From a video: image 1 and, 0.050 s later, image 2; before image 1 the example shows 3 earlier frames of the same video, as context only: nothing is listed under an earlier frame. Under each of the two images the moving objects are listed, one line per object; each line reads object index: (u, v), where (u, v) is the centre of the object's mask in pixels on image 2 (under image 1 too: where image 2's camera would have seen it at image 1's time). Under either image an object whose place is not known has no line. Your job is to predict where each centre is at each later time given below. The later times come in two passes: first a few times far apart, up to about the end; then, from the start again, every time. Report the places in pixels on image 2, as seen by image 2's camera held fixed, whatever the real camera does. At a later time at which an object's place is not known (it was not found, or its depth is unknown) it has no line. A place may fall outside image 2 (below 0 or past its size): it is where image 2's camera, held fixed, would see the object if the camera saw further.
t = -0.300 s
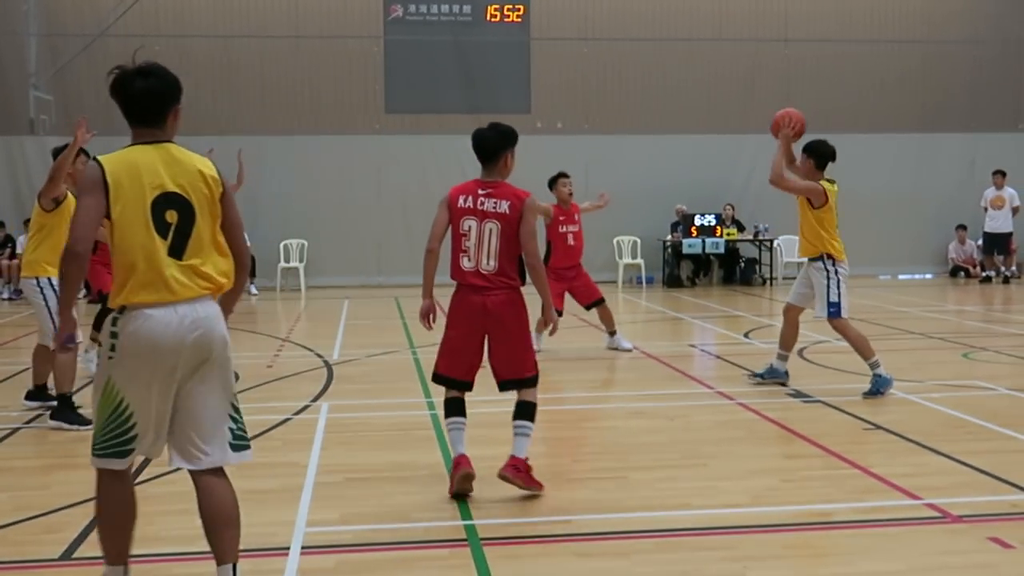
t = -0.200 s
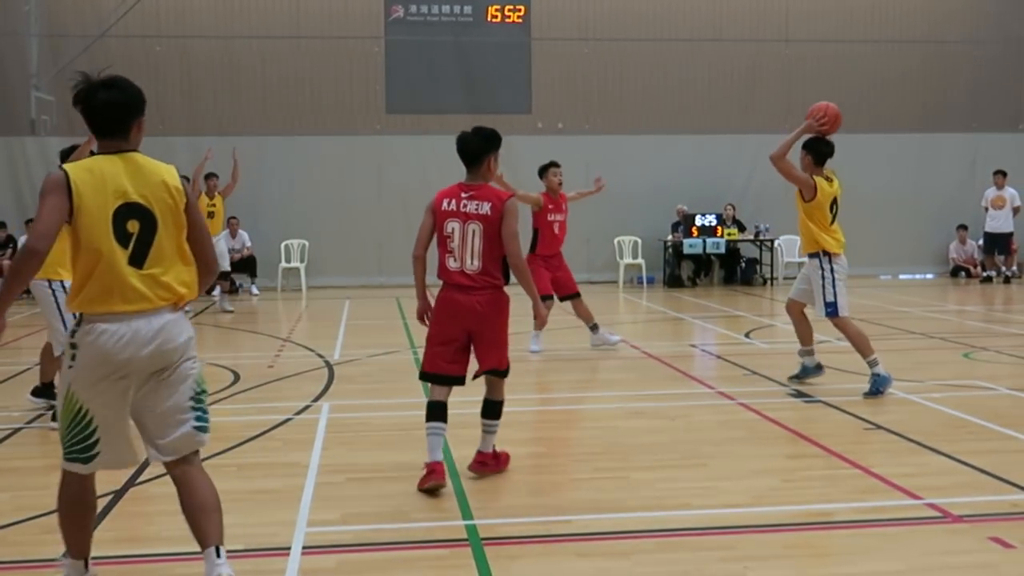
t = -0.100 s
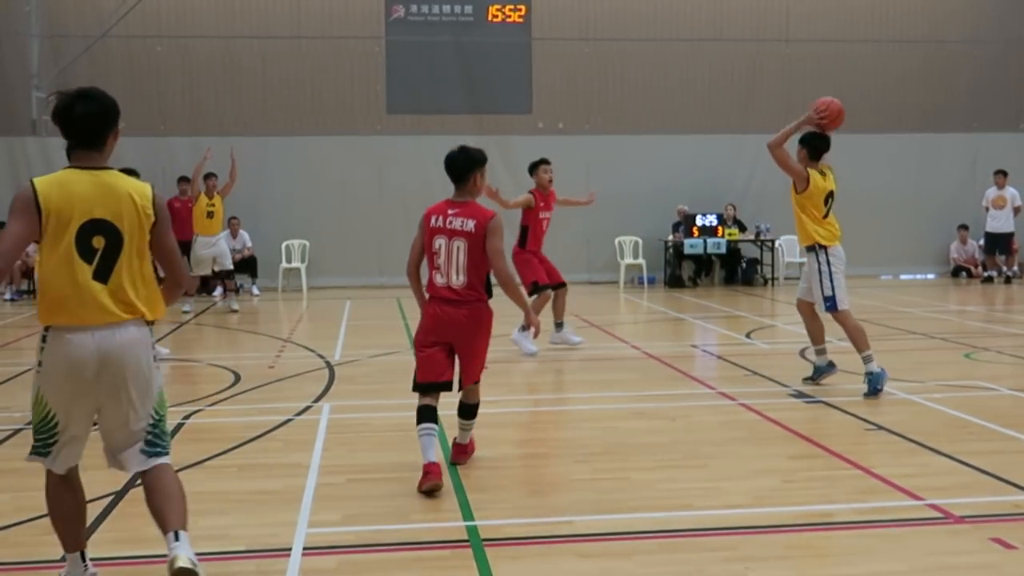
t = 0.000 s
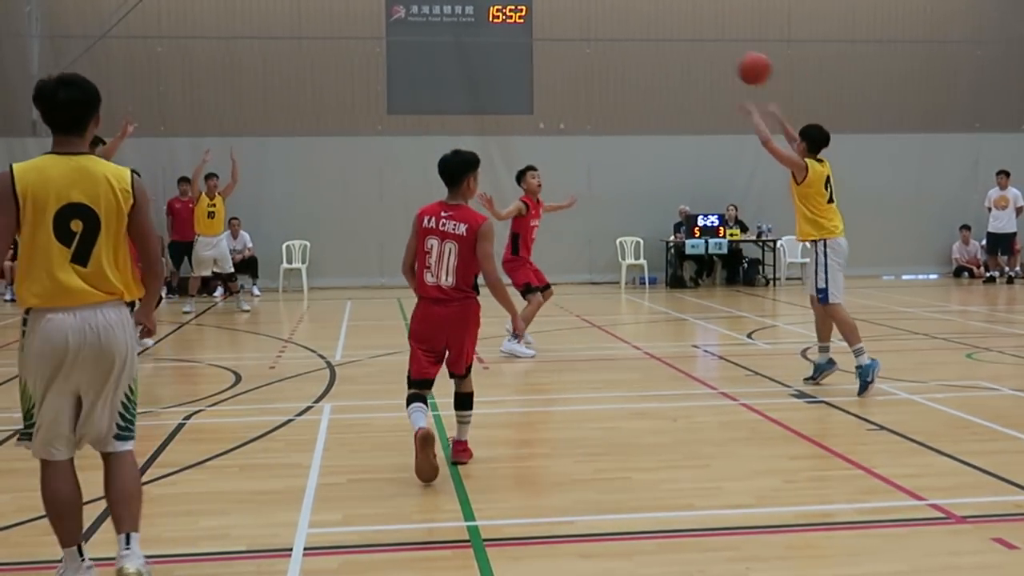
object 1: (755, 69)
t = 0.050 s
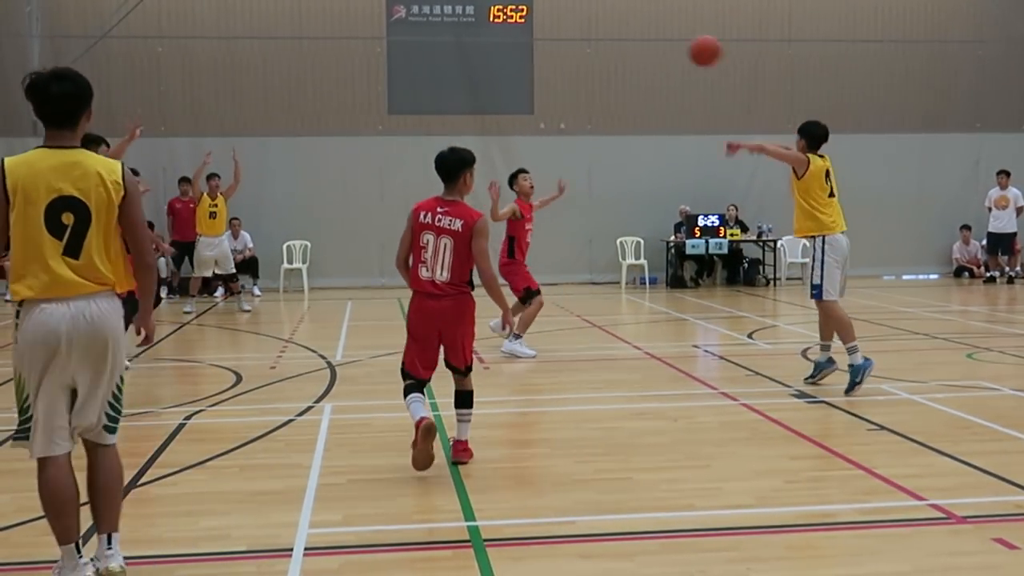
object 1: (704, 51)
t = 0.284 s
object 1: (520, 18)
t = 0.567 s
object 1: (367, 59)
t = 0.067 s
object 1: (689, 46)
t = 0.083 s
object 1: (673, 42)
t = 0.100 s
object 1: (659, 38)
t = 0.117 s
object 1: (644, 35)
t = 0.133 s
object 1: (631, 31)
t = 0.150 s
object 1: (617, 28)
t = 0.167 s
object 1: (604, 26)
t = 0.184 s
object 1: (591, 24)
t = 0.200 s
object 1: (578, 22)
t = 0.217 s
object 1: (566, 20)
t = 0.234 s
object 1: (554, 19)
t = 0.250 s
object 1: (542, 18)
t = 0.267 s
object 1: (532, 18)
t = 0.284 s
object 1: (520, 18)
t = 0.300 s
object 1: (510, 18)
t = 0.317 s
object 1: (498, 19)
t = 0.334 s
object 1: (487, 20)
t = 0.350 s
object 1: (478, 22)
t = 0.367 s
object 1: (468, 23)
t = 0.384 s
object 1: (459, 25)
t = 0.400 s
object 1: (450, 27)
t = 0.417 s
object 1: (441, 29)
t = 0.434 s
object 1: (431, 31)
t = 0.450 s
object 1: (422, 34)
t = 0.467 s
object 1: (414, 37)
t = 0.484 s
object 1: (406, 40)
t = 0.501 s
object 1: (398, 43)
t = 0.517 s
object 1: (390, 47)
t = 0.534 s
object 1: (382, 51)
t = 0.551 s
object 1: (375, 55)
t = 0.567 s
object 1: (367, 59)
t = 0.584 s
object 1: (361, 64)
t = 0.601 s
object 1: (354, 68)
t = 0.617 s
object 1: (347, 73)
